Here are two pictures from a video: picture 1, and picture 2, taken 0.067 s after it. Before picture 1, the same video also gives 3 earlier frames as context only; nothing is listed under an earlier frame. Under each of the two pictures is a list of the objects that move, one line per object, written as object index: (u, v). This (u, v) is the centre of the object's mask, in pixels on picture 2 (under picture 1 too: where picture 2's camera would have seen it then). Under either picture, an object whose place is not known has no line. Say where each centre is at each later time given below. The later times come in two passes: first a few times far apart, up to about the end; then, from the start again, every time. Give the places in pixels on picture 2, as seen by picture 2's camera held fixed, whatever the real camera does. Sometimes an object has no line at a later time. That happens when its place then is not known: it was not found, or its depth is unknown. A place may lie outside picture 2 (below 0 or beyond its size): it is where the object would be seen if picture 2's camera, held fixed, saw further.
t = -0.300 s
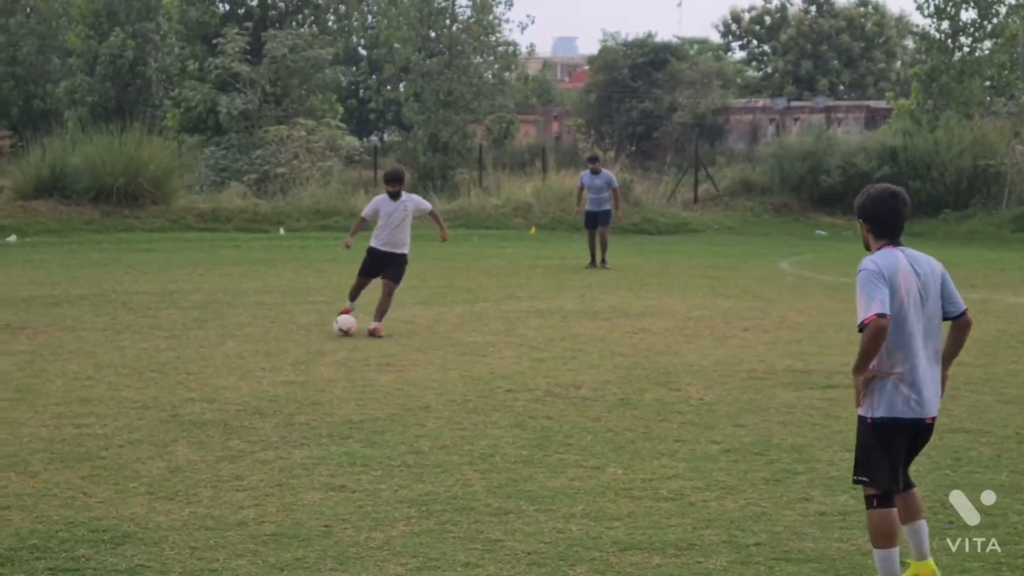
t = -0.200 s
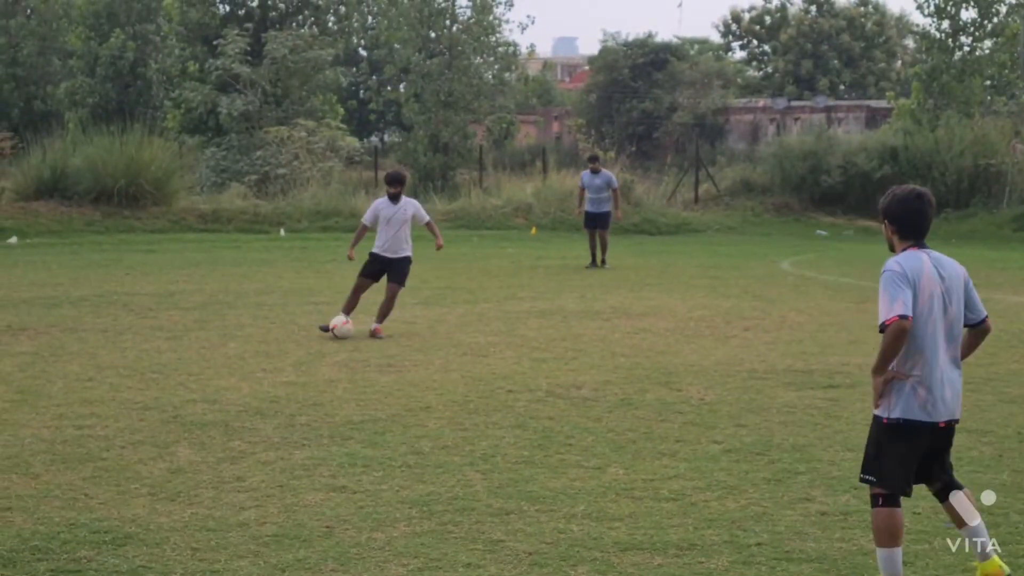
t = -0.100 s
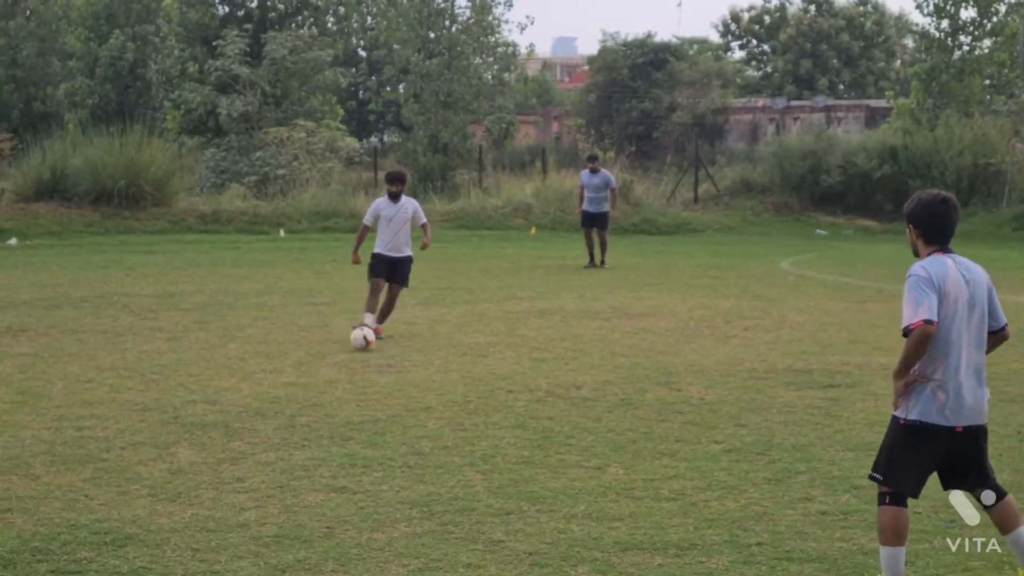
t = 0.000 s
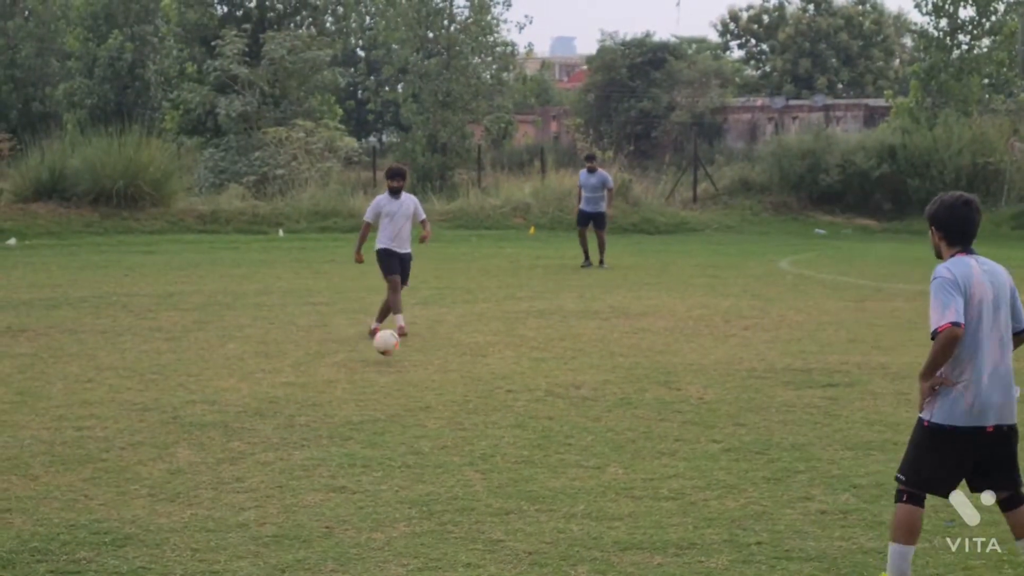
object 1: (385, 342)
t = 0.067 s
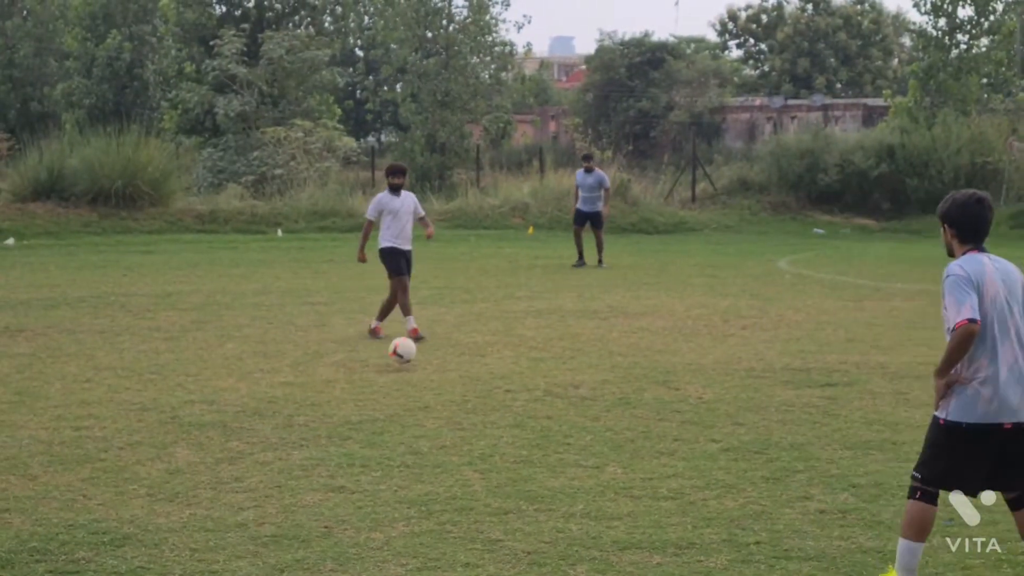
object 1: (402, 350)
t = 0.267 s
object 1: (453, 369)
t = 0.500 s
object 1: (513, 407)
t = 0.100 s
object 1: (412, 357)
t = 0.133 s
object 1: (421, 364)
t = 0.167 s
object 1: (429, 365)
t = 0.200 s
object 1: (437, 365)
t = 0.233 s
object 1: (445, 366)
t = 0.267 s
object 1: (453, 369)
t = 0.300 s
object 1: (462, 374)
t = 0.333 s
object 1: (471, 381)
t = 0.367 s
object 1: (481, 388)
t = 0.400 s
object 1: (488, 392)
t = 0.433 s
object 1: (496, 394)
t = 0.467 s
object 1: (504, 400)
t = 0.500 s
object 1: (513, 407)
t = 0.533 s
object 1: (521, 408)
